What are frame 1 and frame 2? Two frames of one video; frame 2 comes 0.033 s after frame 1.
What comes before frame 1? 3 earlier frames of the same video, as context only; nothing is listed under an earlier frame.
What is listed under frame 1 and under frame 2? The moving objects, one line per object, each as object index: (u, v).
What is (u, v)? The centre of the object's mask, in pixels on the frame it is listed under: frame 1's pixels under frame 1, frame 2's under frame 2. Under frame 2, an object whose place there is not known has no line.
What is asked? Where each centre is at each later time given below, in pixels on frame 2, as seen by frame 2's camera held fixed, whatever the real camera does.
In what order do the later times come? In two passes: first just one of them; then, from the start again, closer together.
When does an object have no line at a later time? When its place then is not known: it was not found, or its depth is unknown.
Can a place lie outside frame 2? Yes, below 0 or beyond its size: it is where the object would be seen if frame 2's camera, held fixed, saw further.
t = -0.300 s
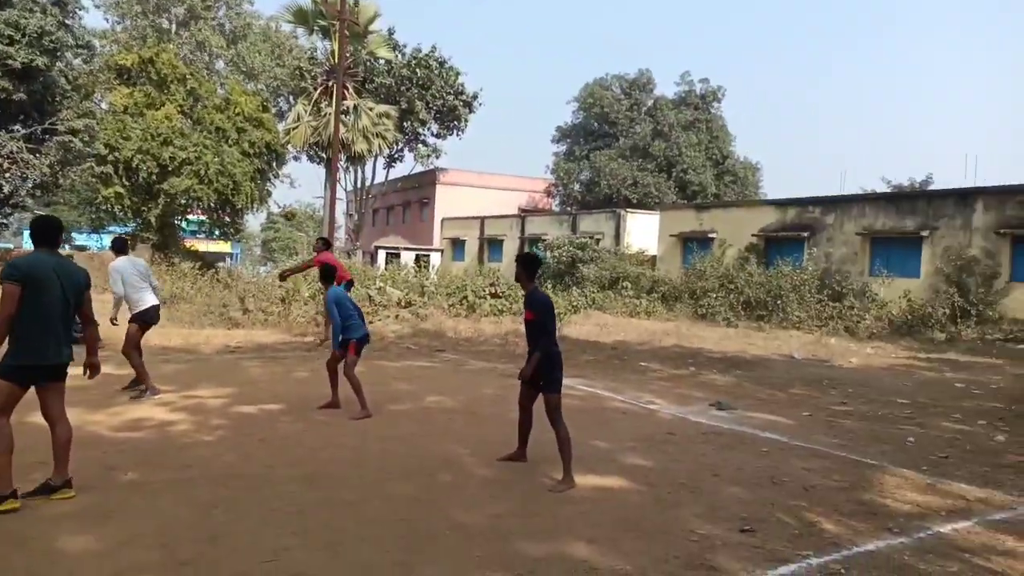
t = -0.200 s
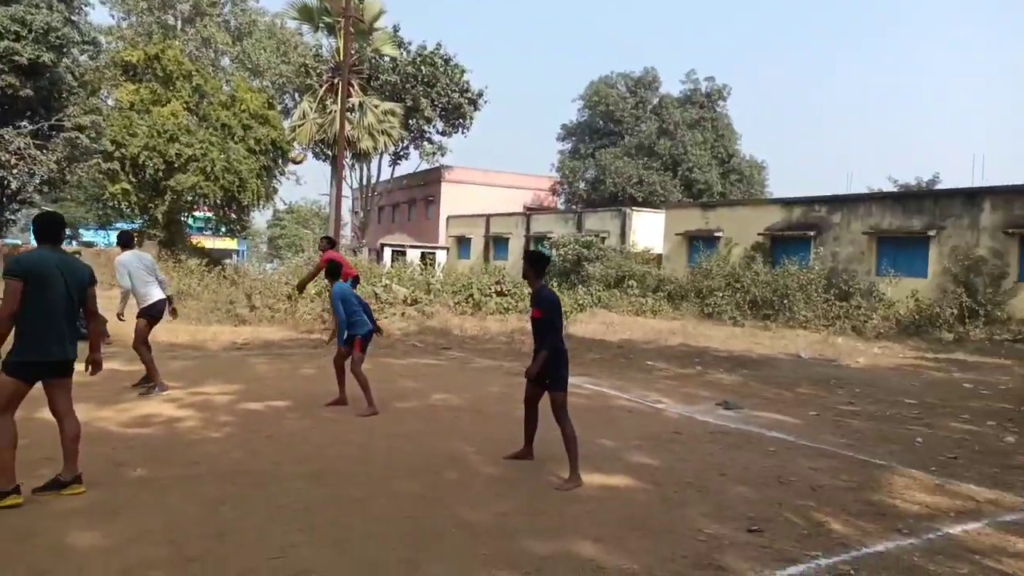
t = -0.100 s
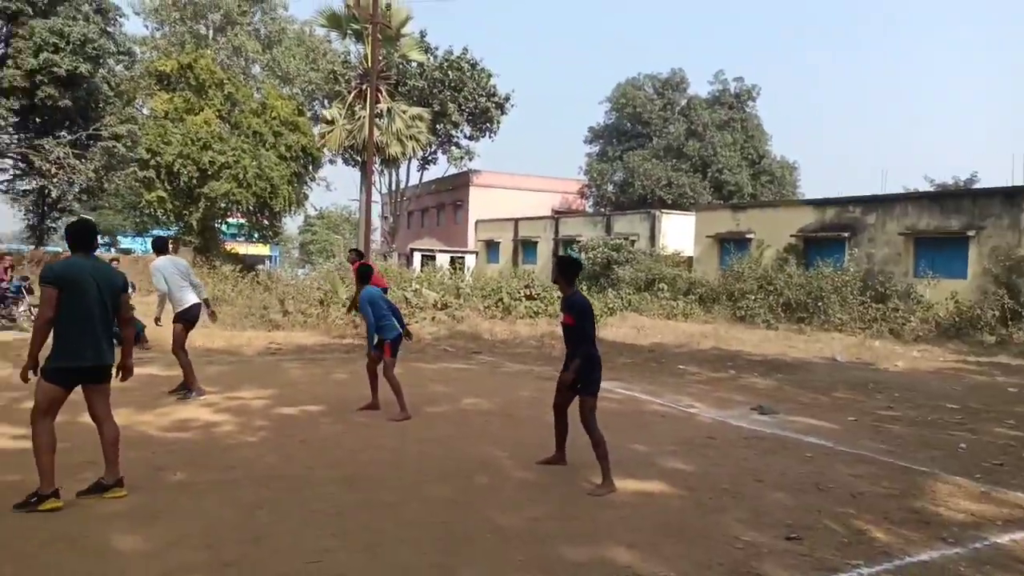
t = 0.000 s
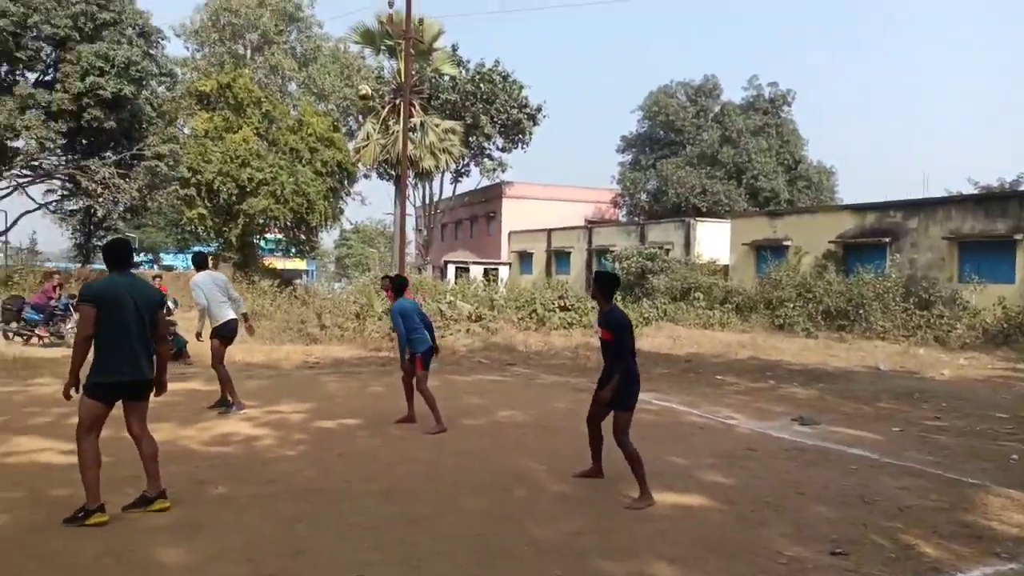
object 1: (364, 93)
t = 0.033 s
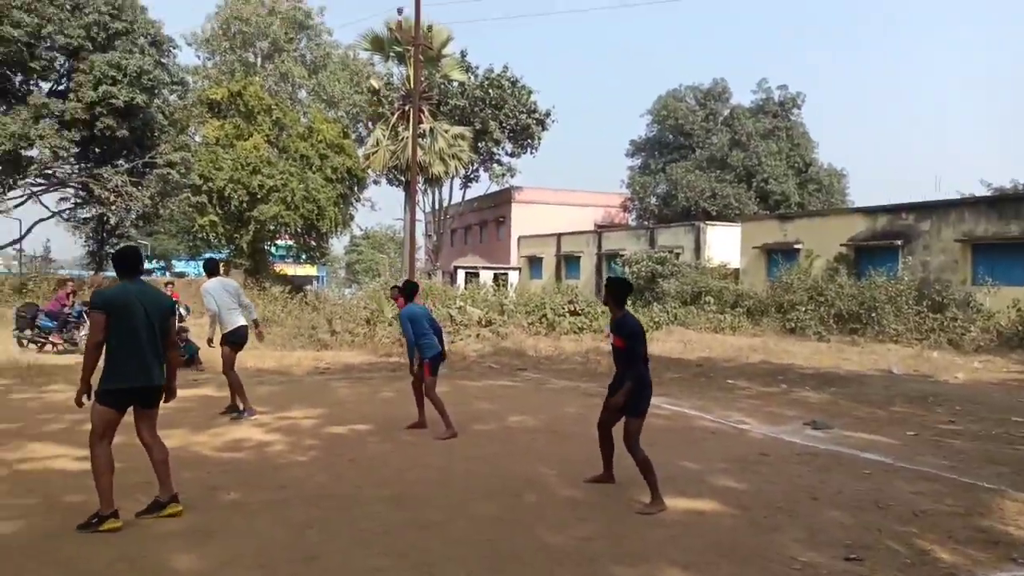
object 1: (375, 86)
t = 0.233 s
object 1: (381, 34)
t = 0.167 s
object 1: (377, 47)
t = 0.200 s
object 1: (379, 38)
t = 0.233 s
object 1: (381, 34)
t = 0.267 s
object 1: (380, 27)
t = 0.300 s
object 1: (381, 20)
